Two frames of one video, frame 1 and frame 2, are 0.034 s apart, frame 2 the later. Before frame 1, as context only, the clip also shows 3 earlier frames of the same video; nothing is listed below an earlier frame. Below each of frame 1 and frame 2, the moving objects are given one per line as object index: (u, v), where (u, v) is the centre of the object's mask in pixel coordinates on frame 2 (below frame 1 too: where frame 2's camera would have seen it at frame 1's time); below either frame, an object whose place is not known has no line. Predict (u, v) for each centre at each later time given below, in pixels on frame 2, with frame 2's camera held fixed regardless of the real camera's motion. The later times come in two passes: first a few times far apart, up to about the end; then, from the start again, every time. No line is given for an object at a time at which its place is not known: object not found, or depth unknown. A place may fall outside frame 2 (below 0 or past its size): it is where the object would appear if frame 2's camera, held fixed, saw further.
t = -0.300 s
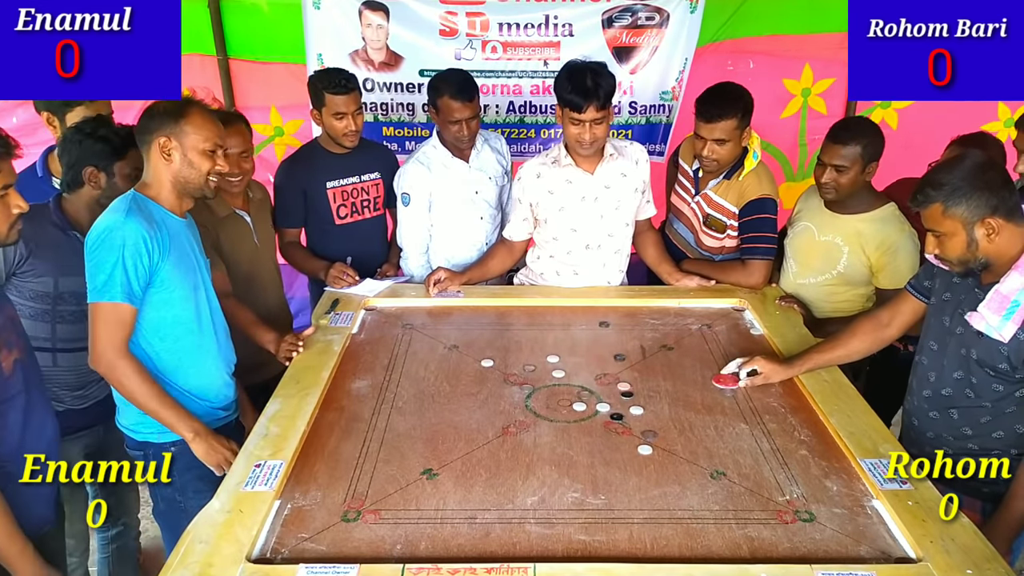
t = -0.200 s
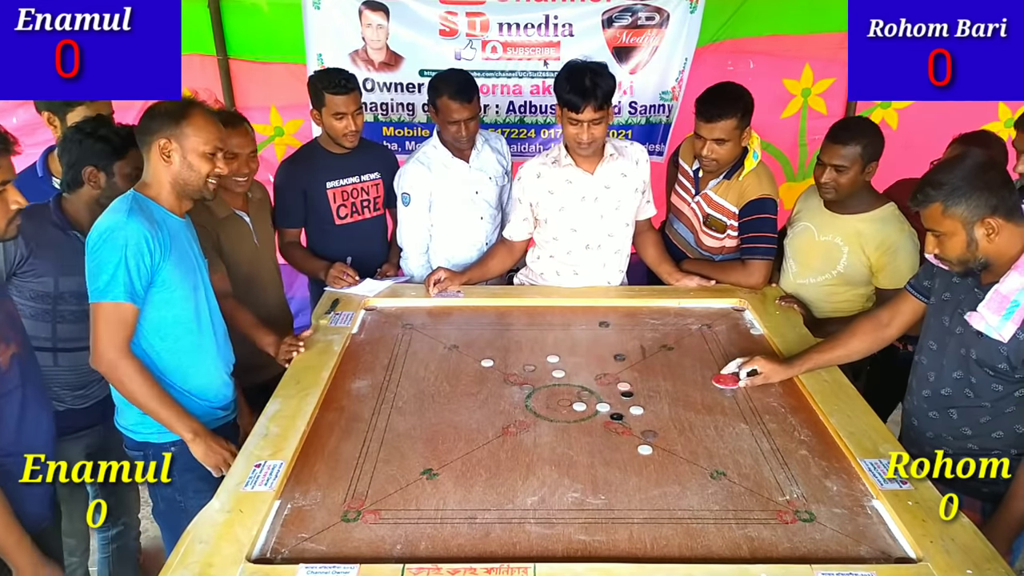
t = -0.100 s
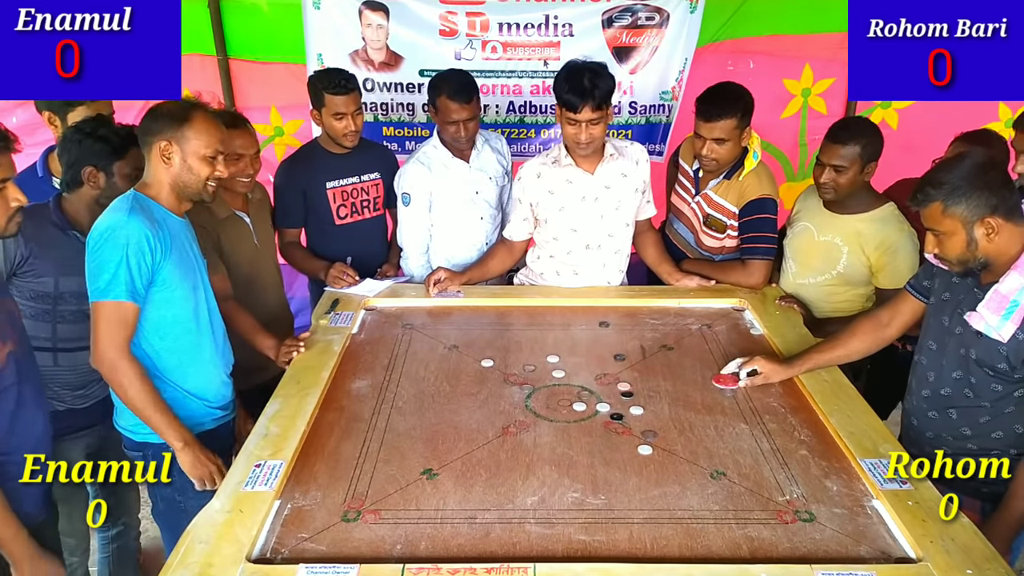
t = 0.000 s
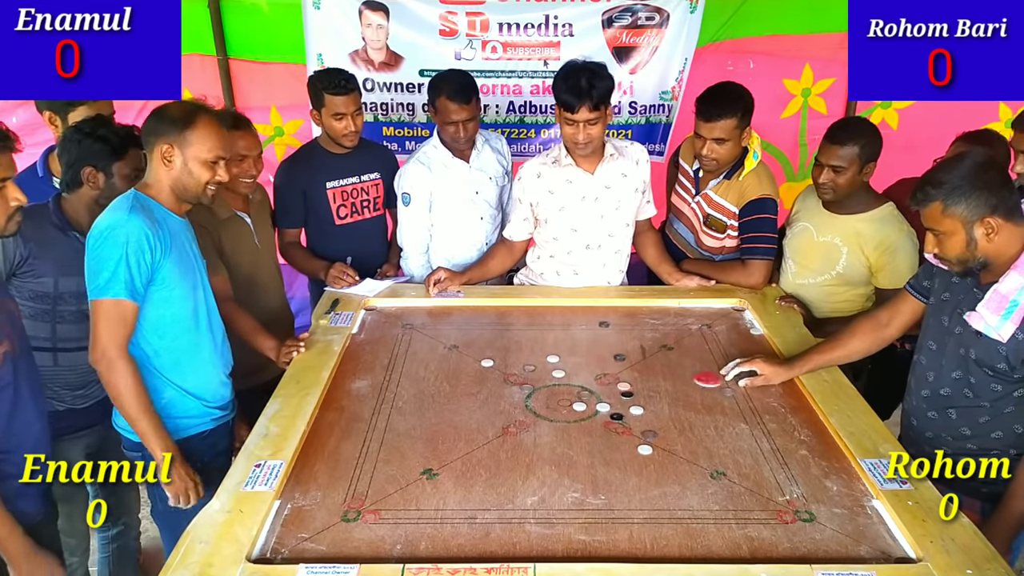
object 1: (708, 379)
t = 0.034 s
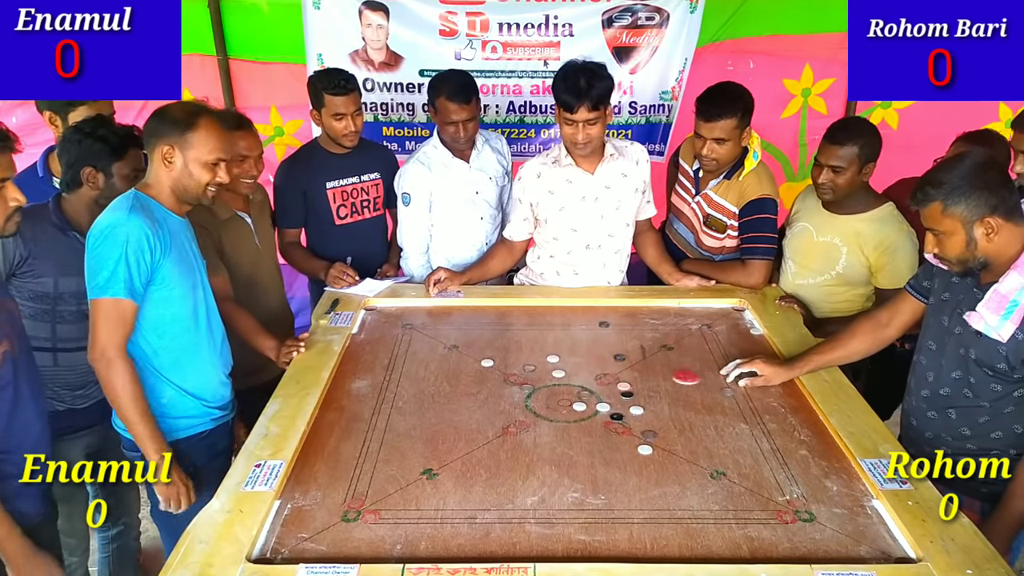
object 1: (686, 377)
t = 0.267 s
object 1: (560, 363)
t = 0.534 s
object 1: (492, 356)
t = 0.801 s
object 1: (469, 351)
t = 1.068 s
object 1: (468, 351)
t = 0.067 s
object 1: (665, 375)
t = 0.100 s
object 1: (646, 373)
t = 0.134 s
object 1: (627, 370)
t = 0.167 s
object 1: (608, 369)
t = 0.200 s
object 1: (592, 366)
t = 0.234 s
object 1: (575, 364)
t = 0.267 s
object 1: (560, 363)
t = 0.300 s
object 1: (550, 362)
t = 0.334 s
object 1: (538, 361)
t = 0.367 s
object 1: (529, 360)
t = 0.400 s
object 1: (519, 359)
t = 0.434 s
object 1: (511, 358)
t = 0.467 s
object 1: (504, 357)
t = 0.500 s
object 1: (497, 356)
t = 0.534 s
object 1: (492, 356)
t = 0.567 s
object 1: (487, 355)
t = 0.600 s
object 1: (483, 354)
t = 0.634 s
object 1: (479, 353)
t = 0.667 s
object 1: (476, 352)
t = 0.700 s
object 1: (473, 352)
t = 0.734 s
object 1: (472, 352)
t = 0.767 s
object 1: (470, 351)
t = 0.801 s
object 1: (469, 351)
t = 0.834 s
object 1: (468, 351)
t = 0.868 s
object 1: (468, 351)
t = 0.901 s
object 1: (468, 351)
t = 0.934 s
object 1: (468, 351)
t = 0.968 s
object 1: (468, 351)
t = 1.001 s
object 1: (468, 350)
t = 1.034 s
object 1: (468, 351)
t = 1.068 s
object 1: (468, 351)
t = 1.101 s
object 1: (468, 351)
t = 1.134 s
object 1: (468, 351)
